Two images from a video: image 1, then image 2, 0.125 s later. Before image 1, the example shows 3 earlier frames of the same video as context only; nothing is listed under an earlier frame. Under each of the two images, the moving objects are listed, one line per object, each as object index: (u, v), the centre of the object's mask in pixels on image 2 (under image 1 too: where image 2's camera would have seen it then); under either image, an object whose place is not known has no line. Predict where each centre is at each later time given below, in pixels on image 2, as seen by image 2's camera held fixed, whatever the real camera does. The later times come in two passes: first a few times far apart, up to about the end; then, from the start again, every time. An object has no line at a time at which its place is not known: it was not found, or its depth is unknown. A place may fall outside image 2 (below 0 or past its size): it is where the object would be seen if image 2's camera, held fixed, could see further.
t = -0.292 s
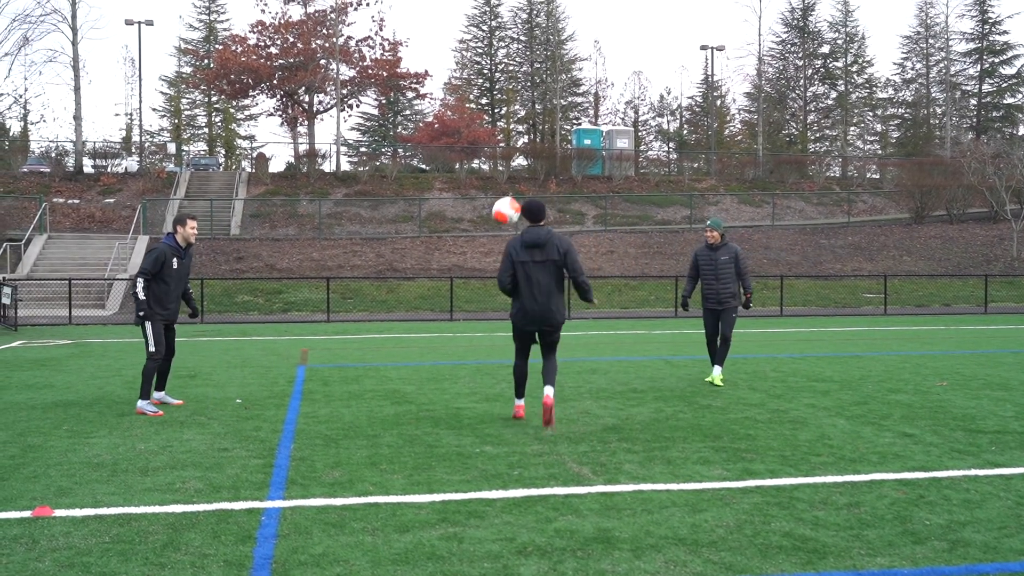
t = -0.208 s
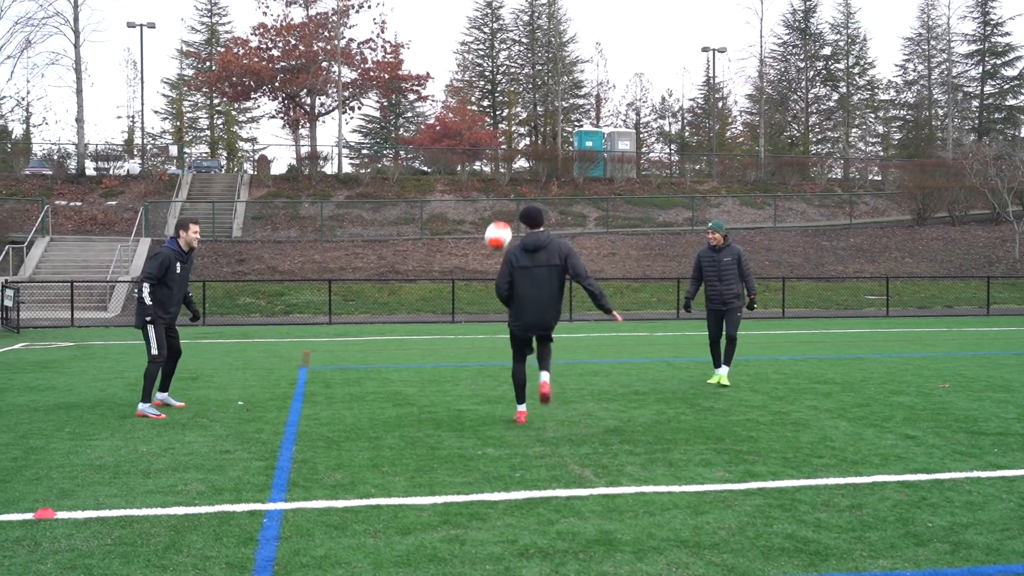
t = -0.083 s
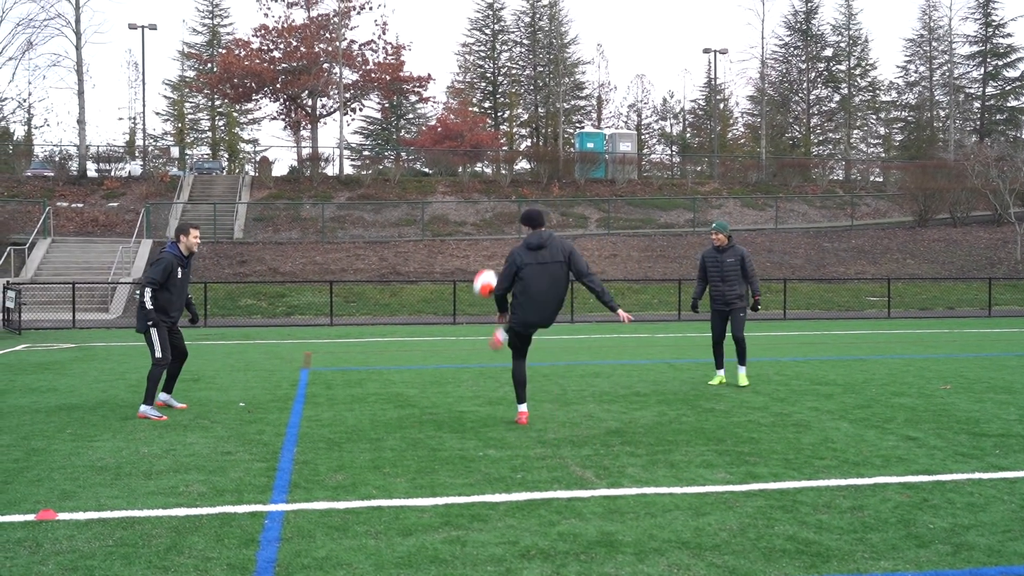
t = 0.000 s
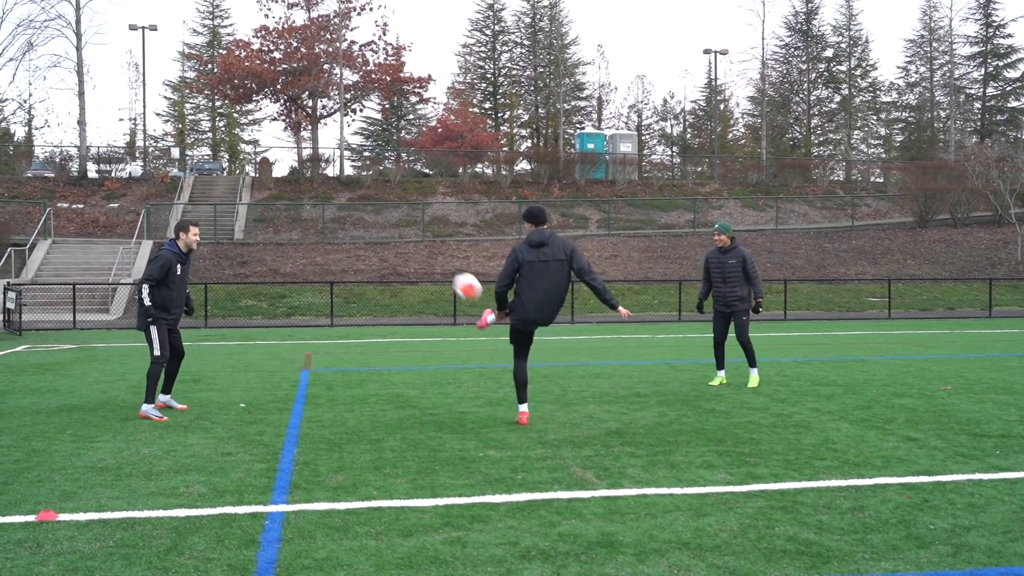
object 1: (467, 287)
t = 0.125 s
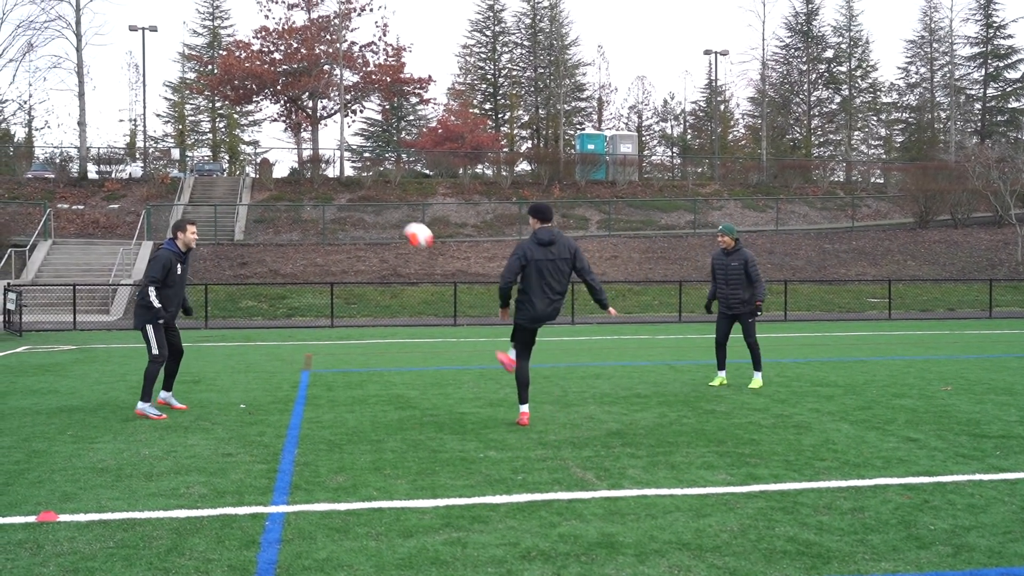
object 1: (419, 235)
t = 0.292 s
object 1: (353, 193)
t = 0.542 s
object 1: (259, 189)
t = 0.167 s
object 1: (402, 222)
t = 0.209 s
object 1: (385, 210)
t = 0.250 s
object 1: (369, 200)
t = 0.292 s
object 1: (353, 193)
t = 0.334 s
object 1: (337, 188)
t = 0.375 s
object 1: (320, 184)
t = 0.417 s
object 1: (305, 183)
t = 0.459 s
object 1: (290, 183)
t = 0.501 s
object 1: (273, 185)
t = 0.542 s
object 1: (259, 189)
